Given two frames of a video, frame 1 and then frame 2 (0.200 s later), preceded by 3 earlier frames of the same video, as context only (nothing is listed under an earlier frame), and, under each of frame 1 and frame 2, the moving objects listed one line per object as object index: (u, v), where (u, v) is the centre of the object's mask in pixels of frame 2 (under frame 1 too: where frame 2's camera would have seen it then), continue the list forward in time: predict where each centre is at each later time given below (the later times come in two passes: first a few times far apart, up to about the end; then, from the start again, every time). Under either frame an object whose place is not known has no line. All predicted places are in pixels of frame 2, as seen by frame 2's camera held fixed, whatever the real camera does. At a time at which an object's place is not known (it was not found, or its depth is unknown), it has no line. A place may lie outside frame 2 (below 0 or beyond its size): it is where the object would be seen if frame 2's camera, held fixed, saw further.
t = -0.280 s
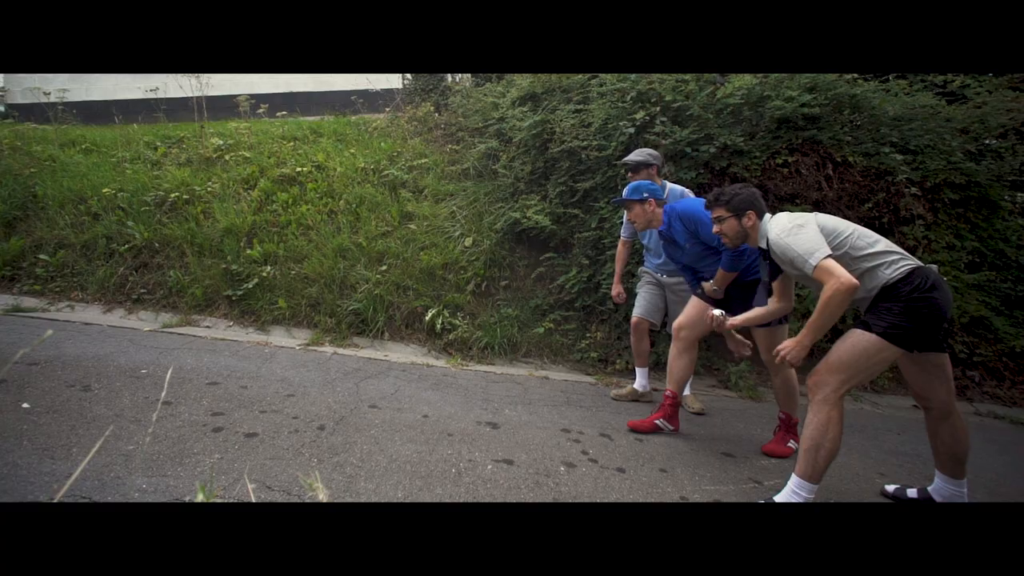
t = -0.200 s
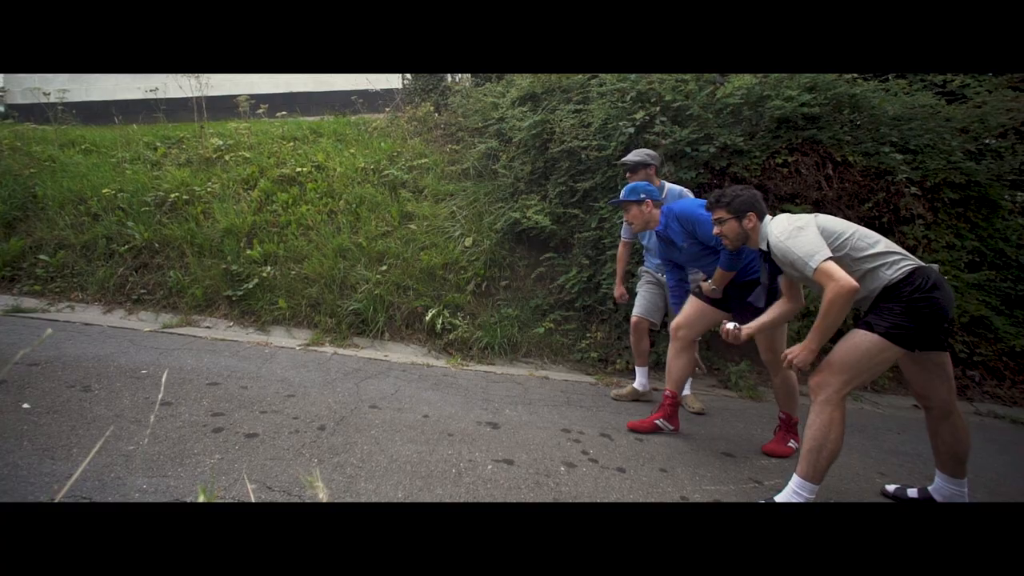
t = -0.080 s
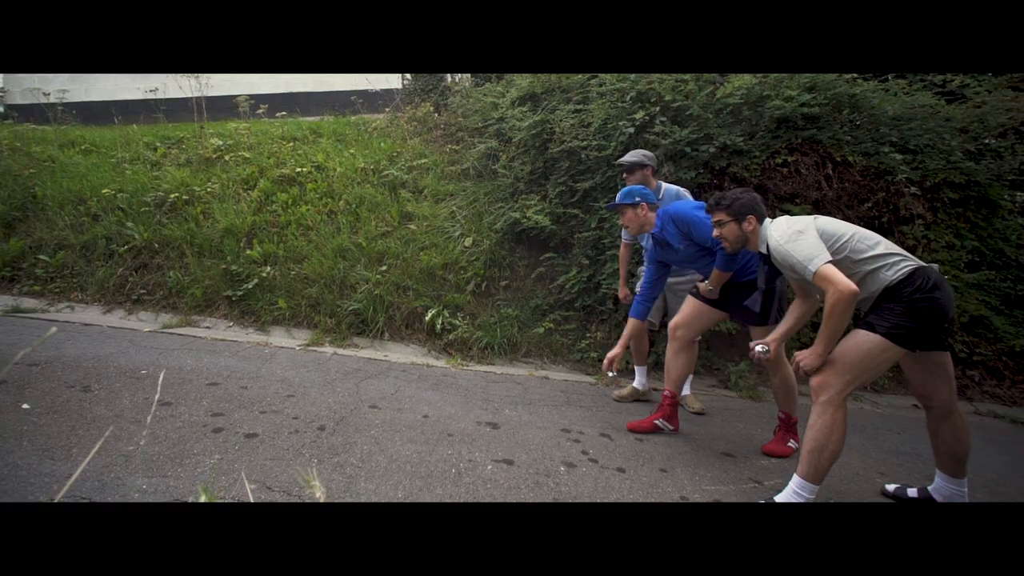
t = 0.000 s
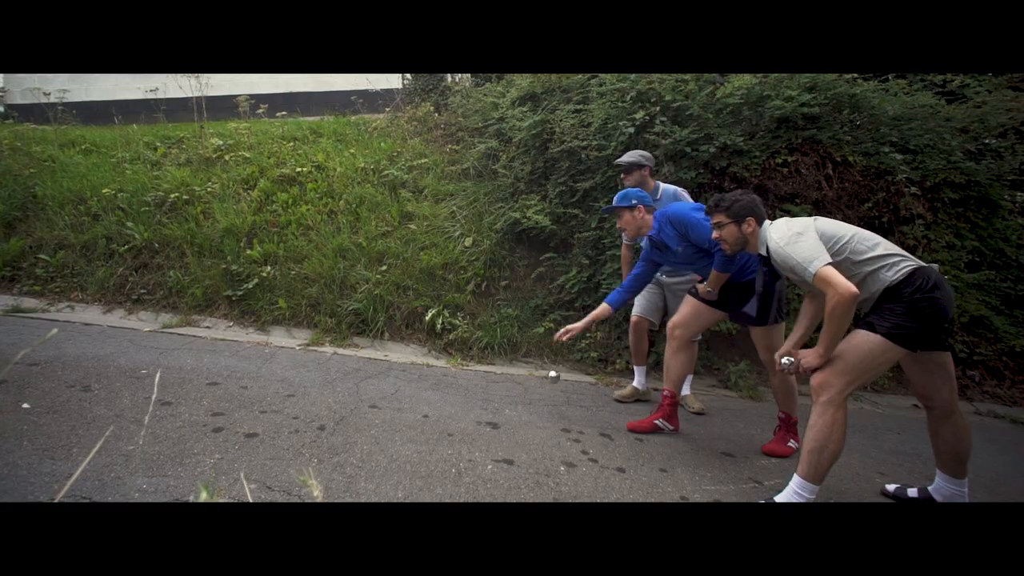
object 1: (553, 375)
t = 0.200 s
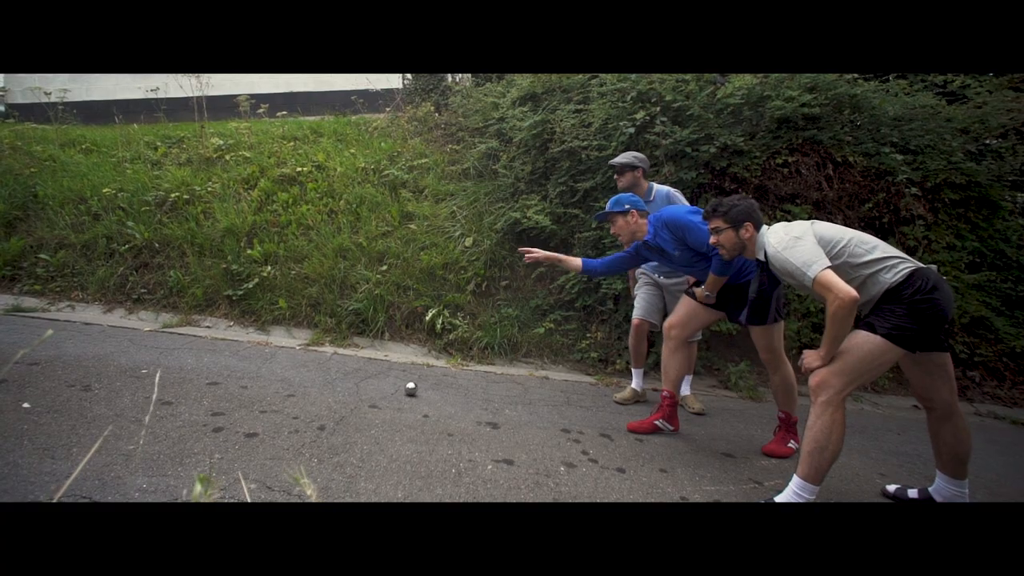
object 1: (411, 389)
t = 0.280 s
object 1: (360, 382)
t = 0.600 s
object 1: (179, 352)
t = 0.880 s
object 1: (40, 333)
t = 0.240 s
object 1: (385, 385)
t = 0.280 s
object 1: (360, 382)
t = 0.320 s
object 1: (336, 377)
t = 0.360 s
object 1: (313, 373)
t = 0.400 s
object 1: (289, 368)
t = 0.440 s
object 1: (266, 366)
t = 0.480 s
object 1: (243, 363)
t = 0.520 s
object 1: (221, 359)
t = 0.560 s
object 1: (200, 355)
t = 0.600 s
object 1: (179, 352)
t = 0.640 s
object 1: (158, 349)
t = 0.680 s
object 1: (138, 346)
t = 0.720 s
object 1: (117, 344)
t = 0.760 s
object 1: (97, 340)
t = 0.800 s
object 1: (78, 338)
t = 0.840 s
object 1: (59, 336)
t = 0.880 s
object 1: (40, 333)
